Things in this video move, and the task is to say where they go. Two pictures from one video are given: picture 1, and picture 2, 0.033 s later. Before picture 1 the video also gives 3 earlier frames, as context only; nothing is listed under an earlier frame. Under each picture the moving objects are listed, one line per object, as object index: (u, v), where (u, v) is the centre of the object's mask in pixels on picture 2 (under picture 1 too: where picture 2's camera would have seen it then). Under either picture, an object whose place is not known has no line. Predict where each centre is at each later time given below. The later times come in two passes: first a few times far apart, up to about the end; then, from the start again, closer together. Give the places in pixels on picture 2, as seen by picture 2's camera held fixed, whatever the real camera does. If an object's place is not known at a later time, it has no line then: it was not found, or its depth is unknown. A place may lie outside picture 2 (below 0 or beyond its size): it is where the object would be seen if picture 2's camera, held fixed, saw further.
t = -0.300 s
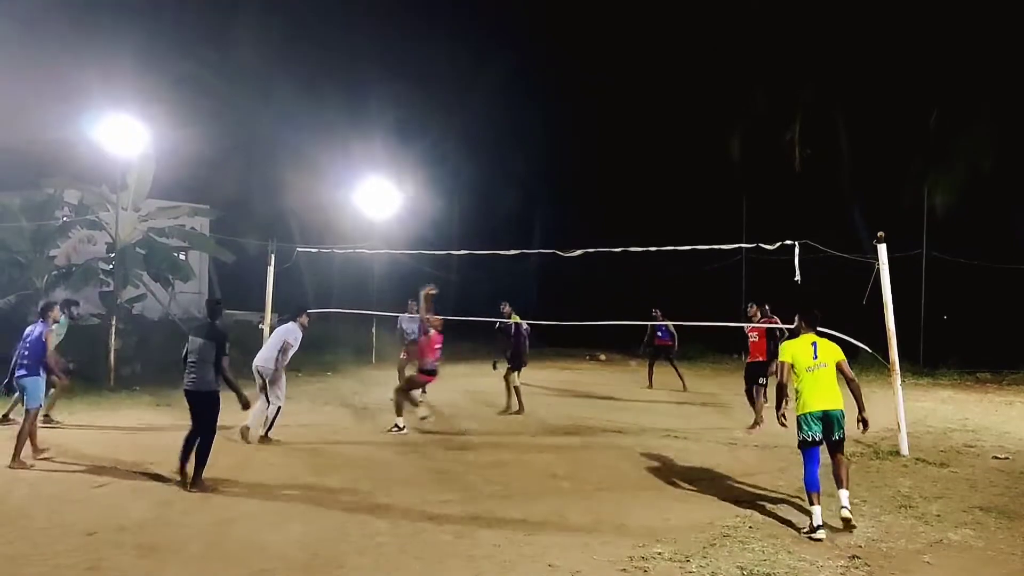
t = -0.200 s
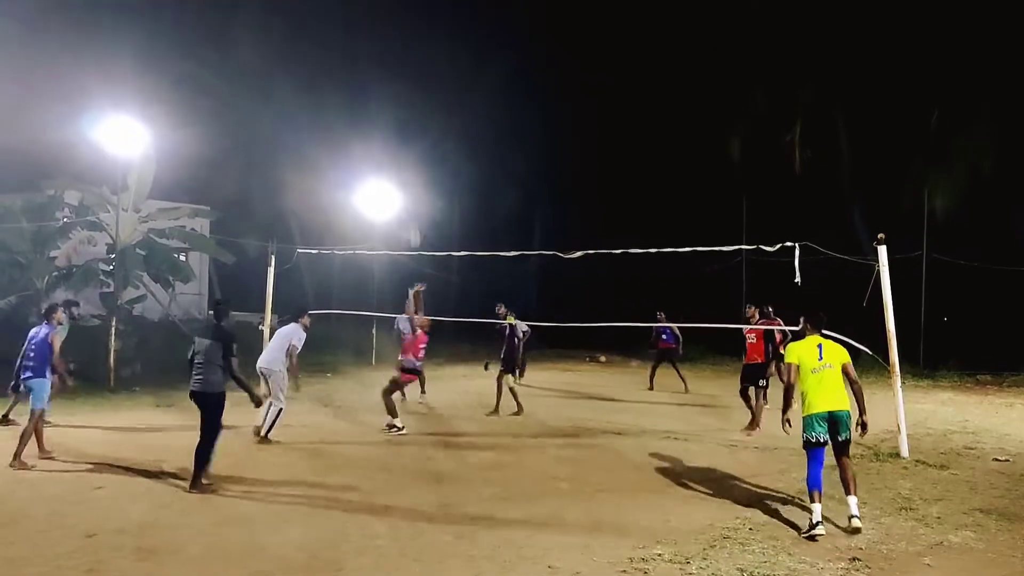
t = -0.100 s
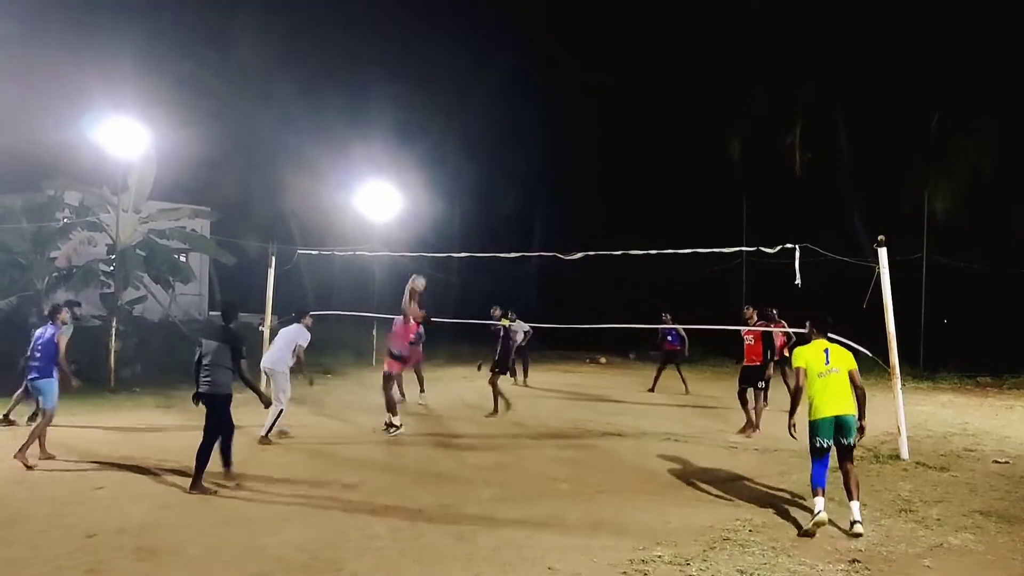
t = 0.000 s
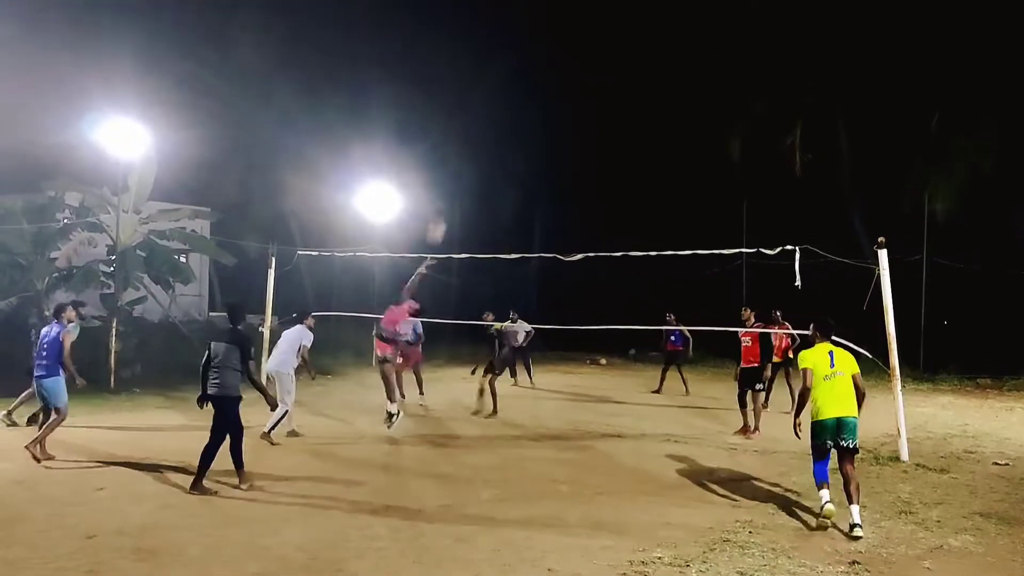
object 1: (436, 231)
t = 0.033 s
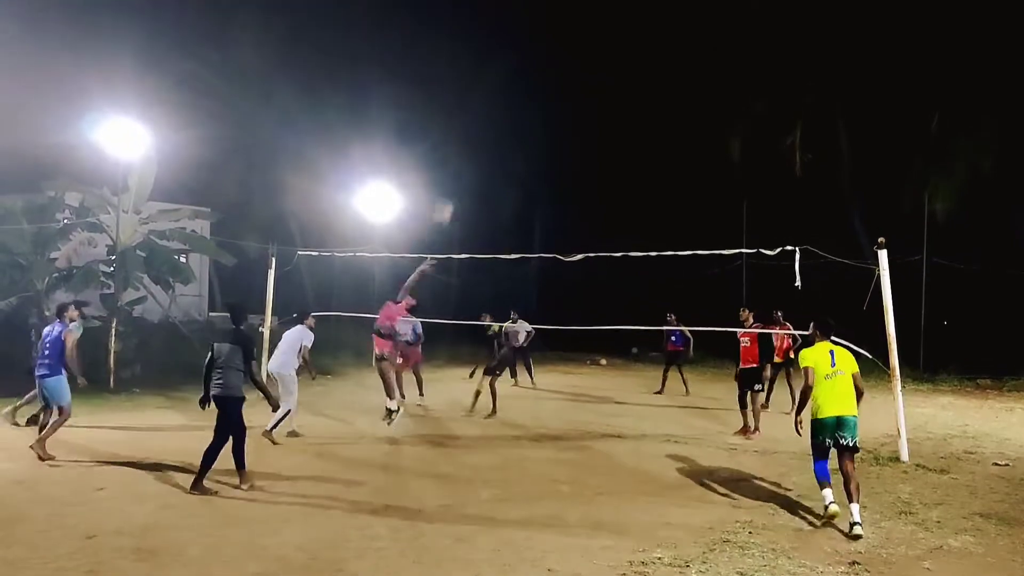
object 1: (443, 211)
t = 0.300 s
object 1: (500, 90)
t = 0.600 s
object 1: (560, 14)
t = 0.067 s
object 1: (451, 194)
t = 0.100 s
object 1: (458, 177)
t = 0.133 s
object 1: (465, 162)
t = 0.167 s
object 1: (472, 146)
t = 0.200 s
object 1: (479, 130)
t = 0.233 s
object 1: (486, 116)
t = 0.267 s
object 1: (493, 103)
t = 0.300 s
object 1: (500, 90)
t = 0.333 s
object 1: (507, 78)
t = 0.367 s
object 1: (513, 67)
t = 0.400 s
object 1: (520, 57)
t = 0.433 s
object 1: (527, 48)
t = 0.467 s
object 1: (533, 39)
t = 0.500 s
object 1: (540, 32)
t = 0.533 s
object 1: (553, 19)
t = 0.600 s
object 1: (560, 14)
